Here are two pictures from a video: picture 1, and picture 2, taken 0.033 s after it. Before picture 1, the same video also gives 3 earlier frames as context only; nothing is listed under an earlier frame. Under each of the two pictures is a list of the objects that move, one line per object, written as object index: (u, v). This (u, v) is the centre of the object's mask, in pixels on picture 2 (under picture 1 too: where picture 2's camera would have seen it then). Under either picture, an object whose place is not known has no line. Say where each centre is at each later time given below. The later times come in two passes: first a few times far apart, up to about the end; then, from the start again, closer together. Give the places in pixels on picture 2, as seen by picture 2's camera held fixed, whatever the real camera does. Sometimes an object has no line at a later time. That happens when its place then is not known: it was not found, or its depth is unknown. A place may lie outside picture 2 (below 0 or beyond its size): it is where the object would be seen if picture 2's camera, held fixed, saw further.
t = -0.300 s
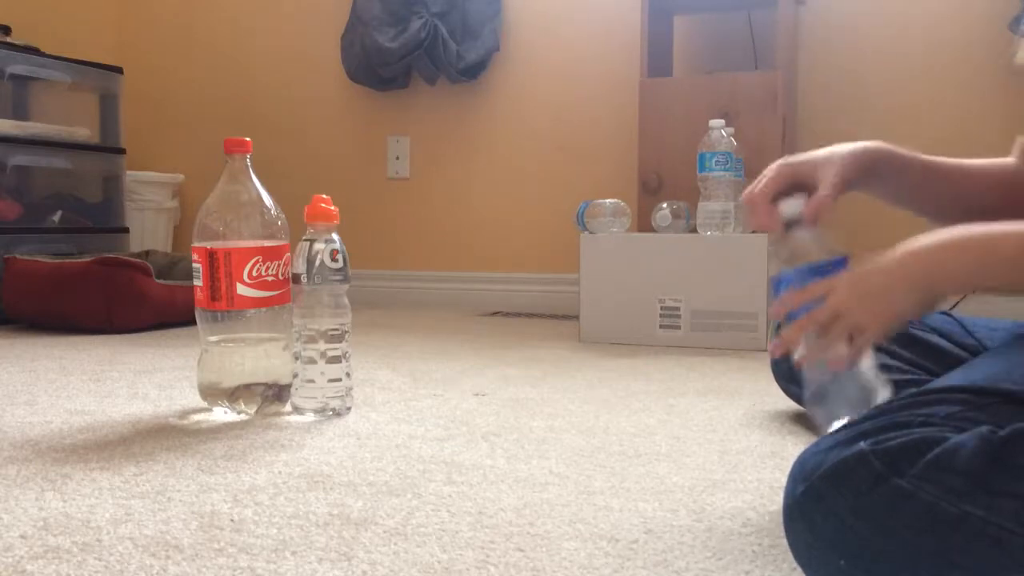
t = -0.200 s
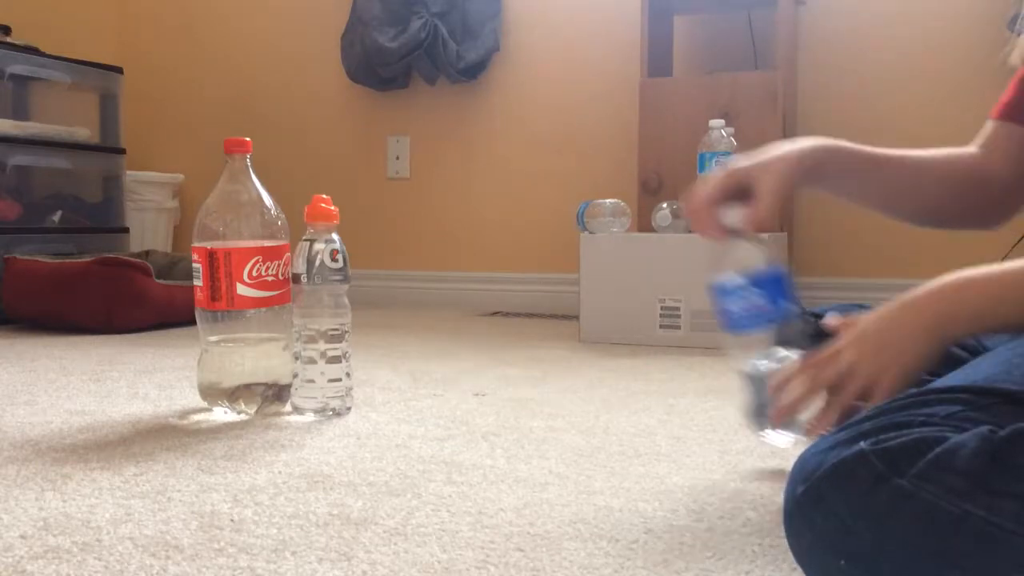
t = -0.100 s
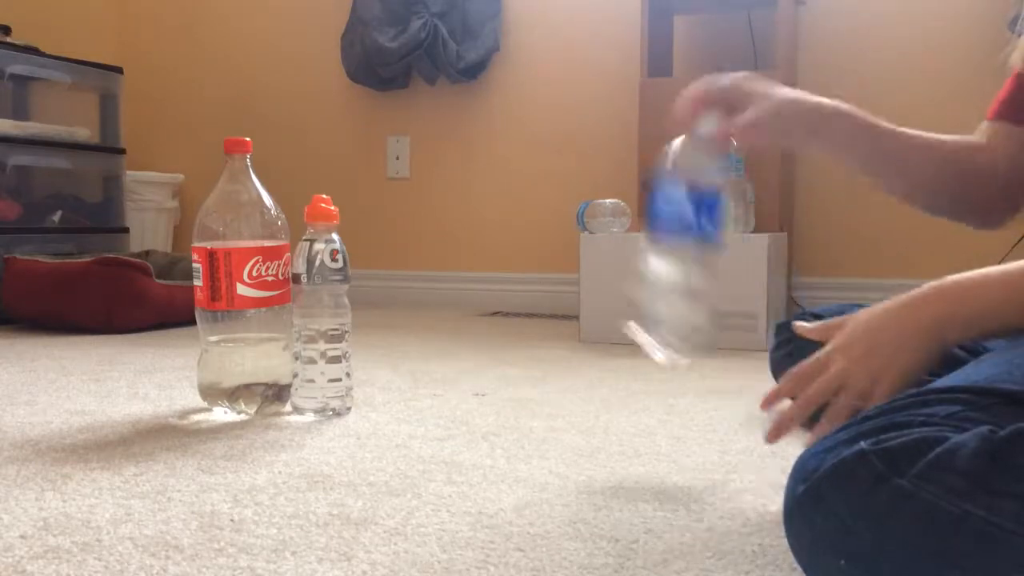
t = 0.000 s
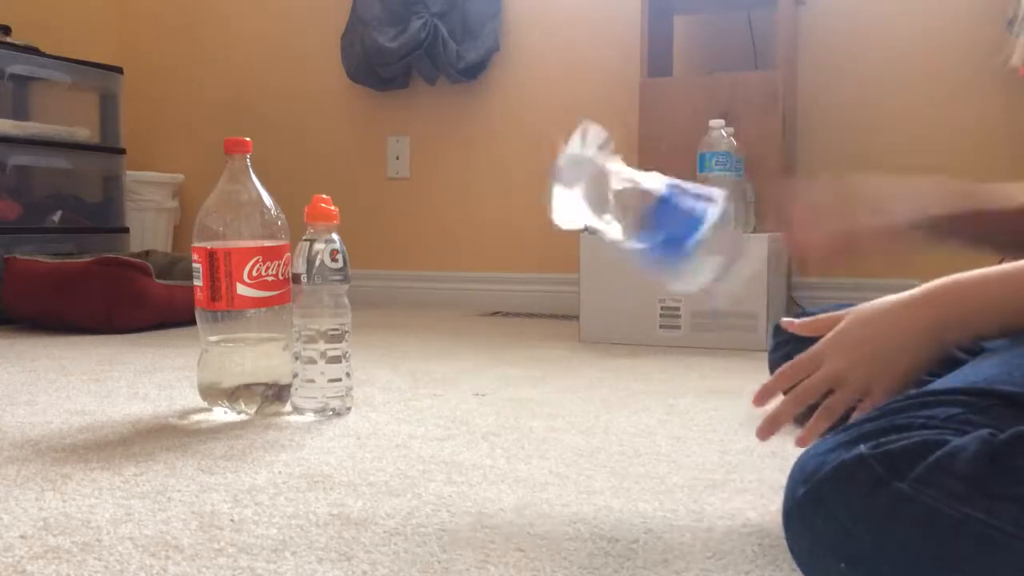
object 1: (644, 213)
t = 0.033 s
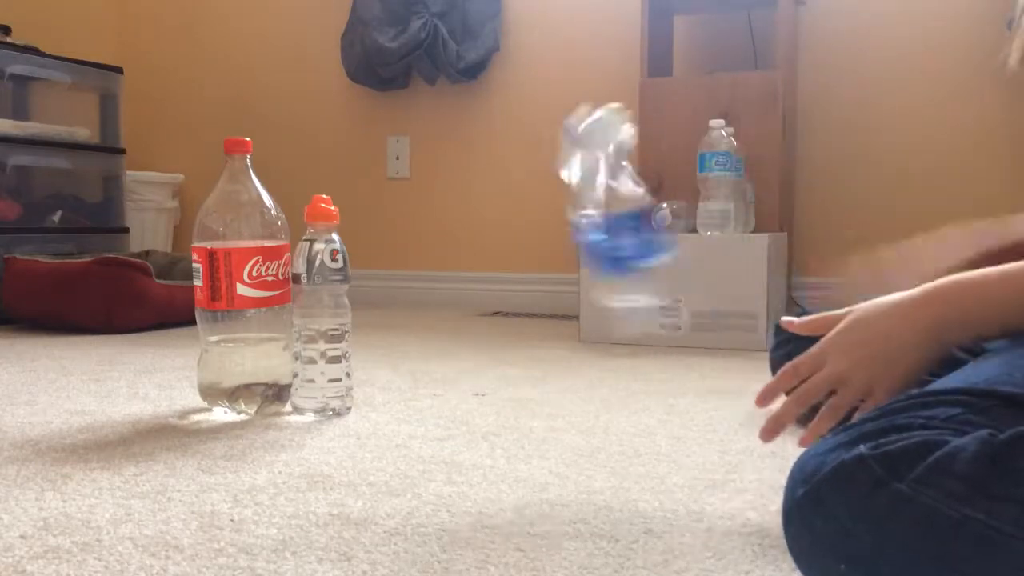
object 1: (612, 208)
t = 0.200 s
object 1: (576, 261)
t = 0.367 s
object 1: (543, 413)
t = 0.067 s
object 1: (591, 209)
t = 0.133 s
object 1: (580, 200)
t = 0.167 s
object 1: (580, 225)
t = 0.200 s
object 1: (576, 261)
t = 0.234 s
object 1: (571, 306)
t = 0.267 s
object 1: (571, 361)
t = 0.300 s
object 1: (556, 390)
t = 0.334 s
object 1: (549, 414)
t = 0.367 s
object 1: (543, 413)
